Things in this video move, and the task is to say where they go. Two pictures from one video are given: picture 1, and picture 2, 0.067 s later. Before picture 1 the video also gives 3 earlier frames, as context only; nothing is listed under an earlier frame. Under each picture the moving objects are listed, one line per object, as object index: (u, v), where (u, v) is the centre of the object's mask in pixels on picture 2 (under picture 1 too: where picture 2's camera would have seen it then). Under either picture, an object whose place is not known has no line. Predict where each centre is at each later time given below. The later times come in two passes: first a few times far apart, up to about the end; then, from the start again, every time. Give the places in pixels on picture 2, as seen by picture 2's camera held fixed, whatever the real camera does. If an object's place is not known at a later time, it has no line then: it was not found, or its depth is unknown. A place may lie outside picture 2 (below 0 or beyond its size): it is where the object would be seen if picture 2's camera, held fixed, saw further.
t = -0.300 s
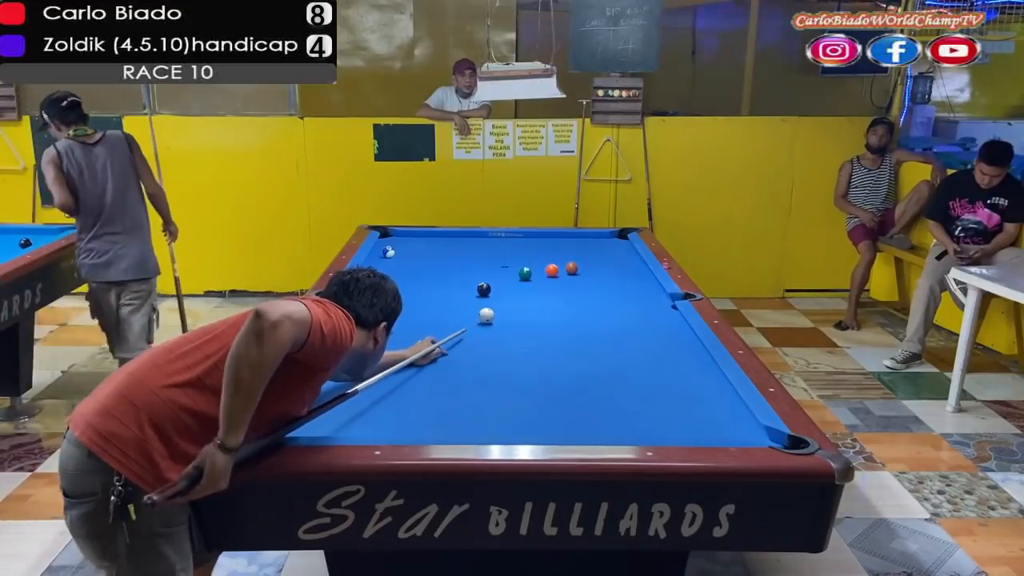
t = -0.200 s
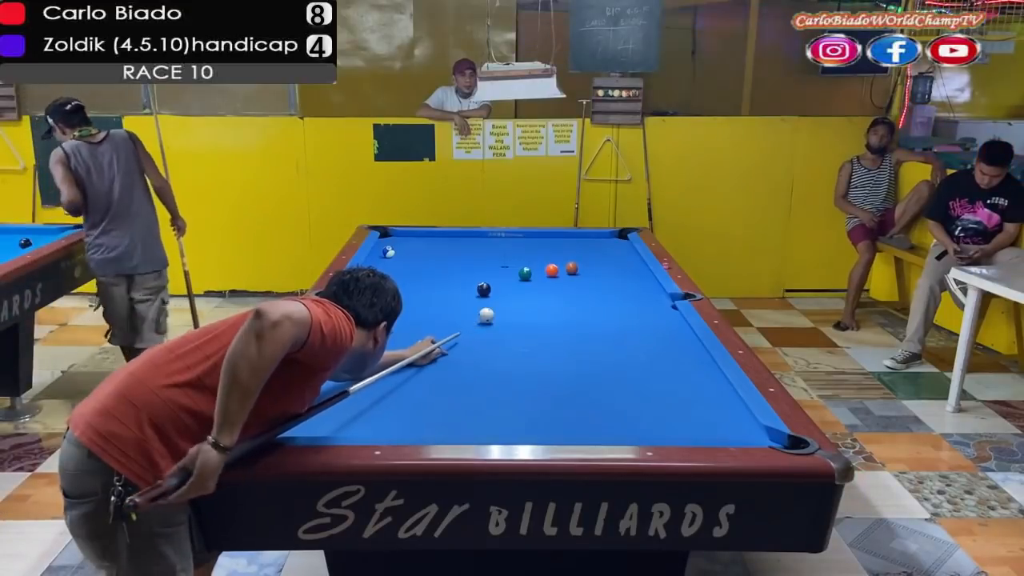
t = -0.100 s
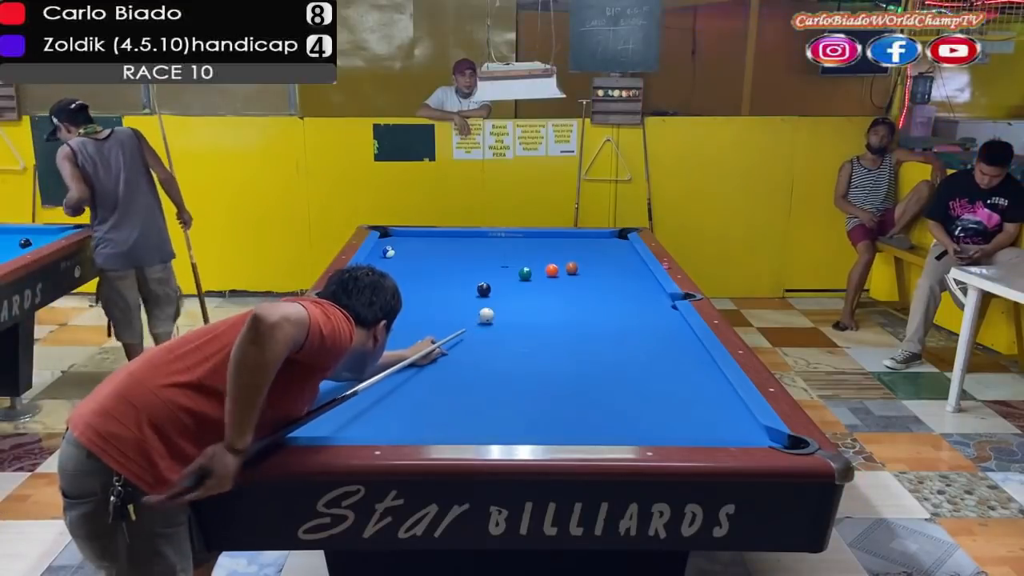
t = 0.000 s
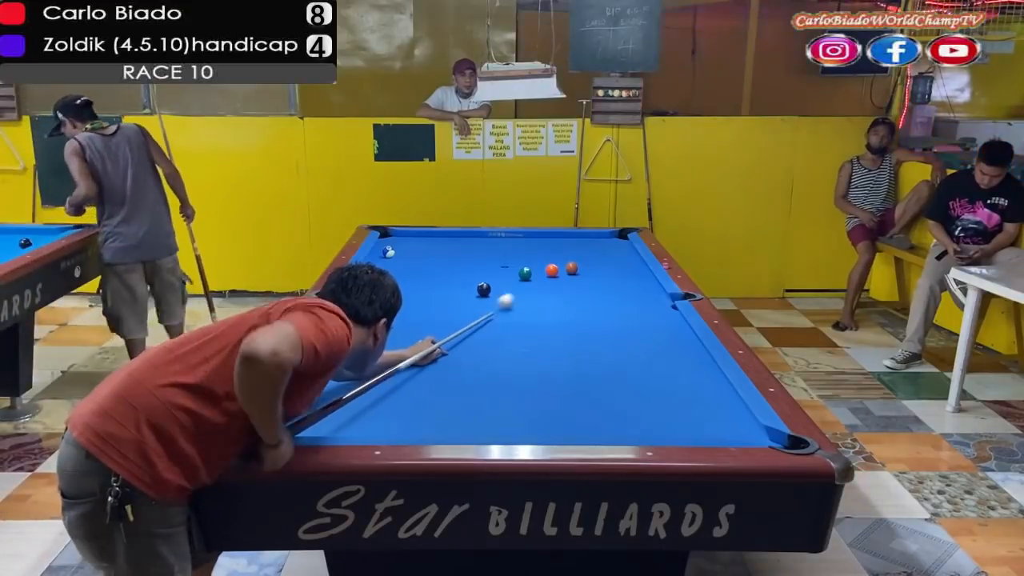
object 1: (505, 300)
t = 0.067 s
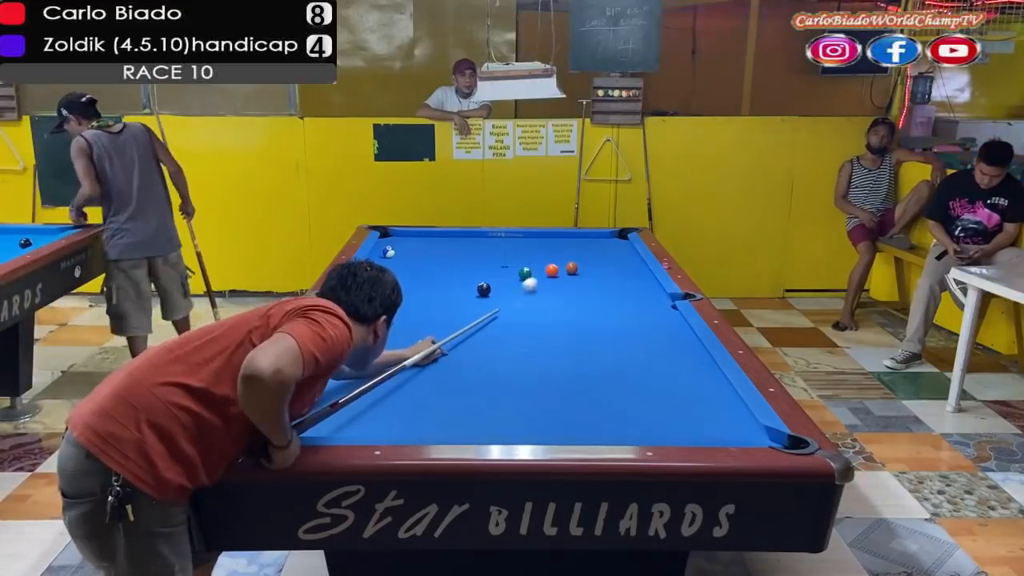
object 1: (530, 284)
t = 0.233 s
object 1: (542, 272)
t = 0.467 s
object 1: (534, 270)
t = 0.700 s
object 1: (524, 266)
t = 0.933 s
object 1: (516, 267)
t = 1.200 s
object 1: (510, 267)
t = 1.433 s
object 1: (504, 266)
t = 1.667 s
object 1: (500, 265)
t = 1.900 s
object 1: (497, 265)
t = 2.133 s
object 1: (494, 264)
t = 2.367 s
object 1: (492, 264)
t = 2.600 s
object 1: (491, 264)
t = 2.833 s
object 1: (490, 264)
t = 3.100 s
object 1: (490, 264)
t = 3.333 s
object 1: (490, 264)
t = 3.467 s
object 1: (490, 264)
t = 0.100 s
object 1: (540, 277)
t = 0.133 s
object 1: (546, 273)
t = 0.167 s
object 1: (545, 273)
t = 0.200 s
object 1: (544, 272)
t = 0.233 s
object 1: (542, 272)
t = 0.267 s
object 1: (541, 272)
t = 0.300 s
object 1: (539, 272)
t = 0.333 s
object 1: (538, 272)
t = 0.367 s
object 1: (537, 272)
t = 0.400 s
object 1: (536, 271)
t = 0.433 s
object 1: (535, 271)
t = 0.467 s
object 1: (534, 270)
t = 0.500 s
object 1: (533, 270)
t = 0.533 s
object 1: (532, 269)
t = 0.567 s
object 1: (531, 269)
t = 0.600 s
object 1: (530, 268)
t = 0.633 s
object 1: (529, 268)
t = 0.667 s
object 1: (526, 266)
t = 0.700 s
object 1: (524, 266)
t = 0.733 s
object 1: (523, 266)
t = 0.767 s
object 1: (522, 266)
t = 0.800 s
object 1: (520, 267)
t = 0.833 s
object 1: (519, 267)
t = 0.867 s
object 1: (518, 267)
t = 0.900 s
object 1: (517, 267)
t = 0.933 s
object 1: (516, 267)
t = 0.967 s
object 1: (516, 267)
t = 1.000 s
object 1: (515, 268)
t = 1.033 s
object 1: (514, 267)
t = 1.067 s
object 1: (513, 267)
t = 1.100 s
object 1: (513, 267)
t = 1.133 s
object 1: (512, 267)
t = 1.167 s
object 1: (511, 267)
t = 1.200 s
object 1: (510, 267)
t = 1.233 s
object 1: (509, 267)
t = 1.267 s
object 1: (508, 267)
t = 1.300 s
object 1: (507, 266)
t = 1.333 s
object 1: (507, 266)
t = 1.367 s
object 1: (506, 266)
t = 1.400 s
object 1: (505, 266)
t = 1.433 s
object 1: (504, 266)
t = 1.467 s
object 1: (504, 266)
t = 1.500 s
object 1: (503, 266)
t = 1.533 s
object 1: (503, 265)
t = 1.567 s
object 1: (502, 265)
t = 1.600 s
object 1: (501, 265)
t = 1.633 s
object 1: (501, 265)
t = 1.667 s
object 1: (500, 265)
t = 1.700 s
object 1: (499, 265)
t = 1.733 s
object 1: (499, 265)
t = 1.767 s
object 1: (499, 265)
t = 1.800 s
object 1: (498, 265)
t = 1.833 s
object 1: (498, 265)
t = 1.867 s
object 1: (497, 265)
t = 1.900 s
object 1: (497, 265)
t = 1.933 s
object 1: (496, 265)
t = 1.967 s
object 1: (496, 265)
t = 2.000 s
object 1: (495, 264)
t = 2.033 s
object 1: (495, 264)
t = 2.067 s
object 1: (494, 264)
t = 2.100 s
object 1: (494, 264)
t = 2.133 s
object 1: (494, 264)
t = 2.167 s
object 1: (493, 264)
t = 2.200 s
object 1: (493, 264)
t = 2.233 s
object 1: (493, 264)
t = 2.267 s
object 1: (492, 264)
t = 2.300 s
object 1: (492, 264)
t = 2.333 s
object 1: (492, 264)
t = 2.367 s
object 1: (492, 264)
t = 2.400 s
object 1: (491, 264)
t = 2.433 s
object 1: (491, 264)
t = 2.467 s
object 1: (491, 264)
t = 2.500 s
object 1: (491, 264)
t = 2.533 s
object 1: (491, 264)
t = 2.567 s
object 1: (491, 264)
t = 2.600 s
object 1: (491, 264)
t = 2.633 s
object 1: (491, 264)
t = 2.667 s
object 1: (490, 264)
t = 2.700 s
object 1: (490, 264)
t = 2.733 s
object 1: (490, 264)
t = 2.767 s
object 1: (490, 264)
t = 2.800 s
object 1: (490, 264)
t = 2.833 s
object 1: (490, 264)
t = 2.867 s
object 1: (490, 264)
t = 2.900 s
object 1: (490, 264)
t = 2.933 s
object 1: (490, 264)
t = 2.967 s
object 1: (490, 264)
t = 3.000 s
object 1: (490, 264)
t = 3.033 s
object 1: (490, 264)
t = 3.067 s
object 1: (490, 264)
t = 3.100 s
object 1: (490, 264)
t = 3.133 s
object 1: (490, 264)
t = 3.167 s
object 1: (490, 264)
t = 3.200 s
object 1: (490, 264)
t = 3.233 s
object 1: (490, 264)
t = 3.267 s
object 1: (490, 264)
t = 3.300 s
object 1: (490, 264)
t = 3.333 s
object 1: (490, 264)
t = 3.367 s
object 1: (490, 264)
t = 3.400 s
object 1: (490, 264)
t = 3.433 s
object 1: (490, 264)
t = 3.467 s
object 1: (490, 264)
